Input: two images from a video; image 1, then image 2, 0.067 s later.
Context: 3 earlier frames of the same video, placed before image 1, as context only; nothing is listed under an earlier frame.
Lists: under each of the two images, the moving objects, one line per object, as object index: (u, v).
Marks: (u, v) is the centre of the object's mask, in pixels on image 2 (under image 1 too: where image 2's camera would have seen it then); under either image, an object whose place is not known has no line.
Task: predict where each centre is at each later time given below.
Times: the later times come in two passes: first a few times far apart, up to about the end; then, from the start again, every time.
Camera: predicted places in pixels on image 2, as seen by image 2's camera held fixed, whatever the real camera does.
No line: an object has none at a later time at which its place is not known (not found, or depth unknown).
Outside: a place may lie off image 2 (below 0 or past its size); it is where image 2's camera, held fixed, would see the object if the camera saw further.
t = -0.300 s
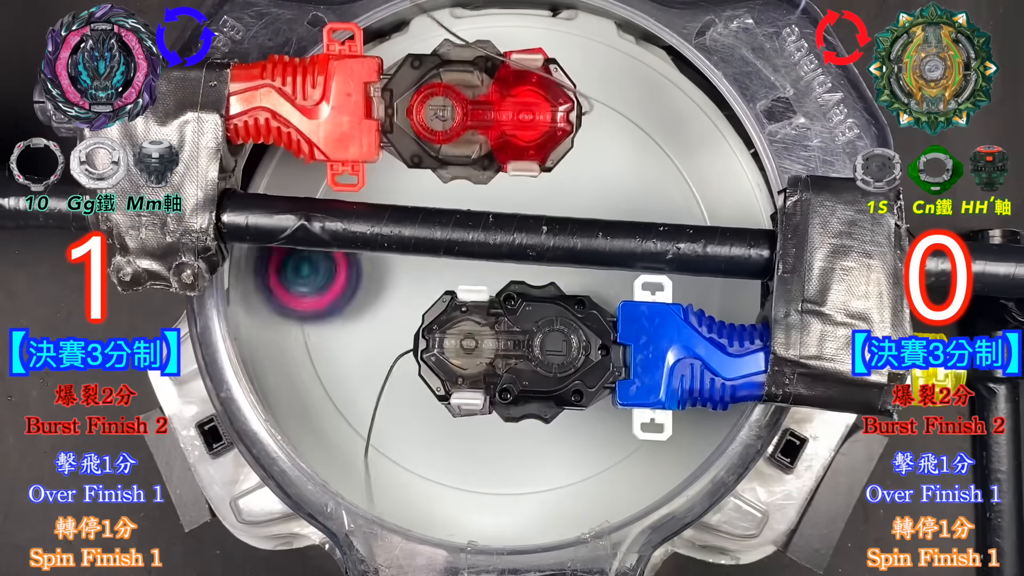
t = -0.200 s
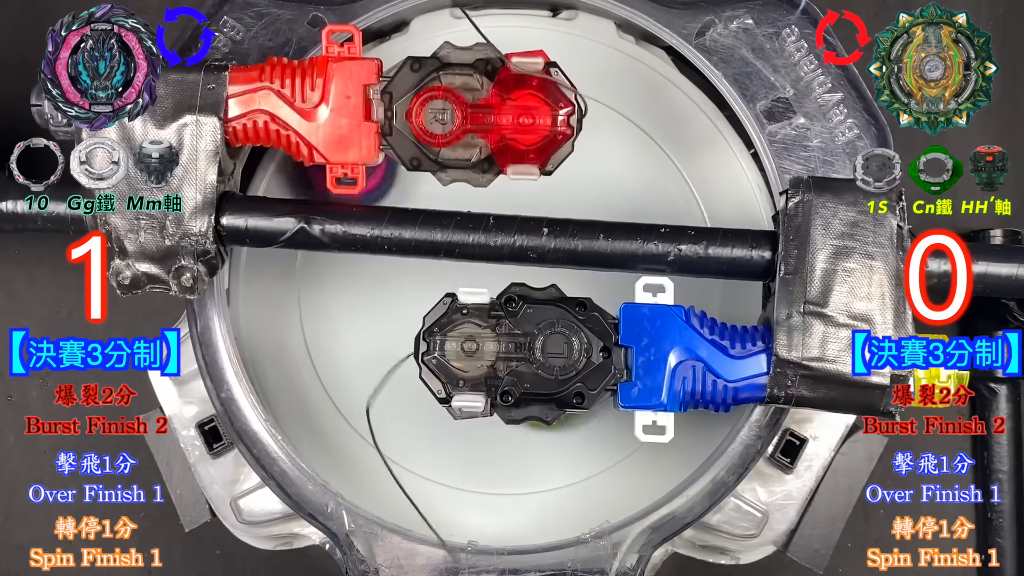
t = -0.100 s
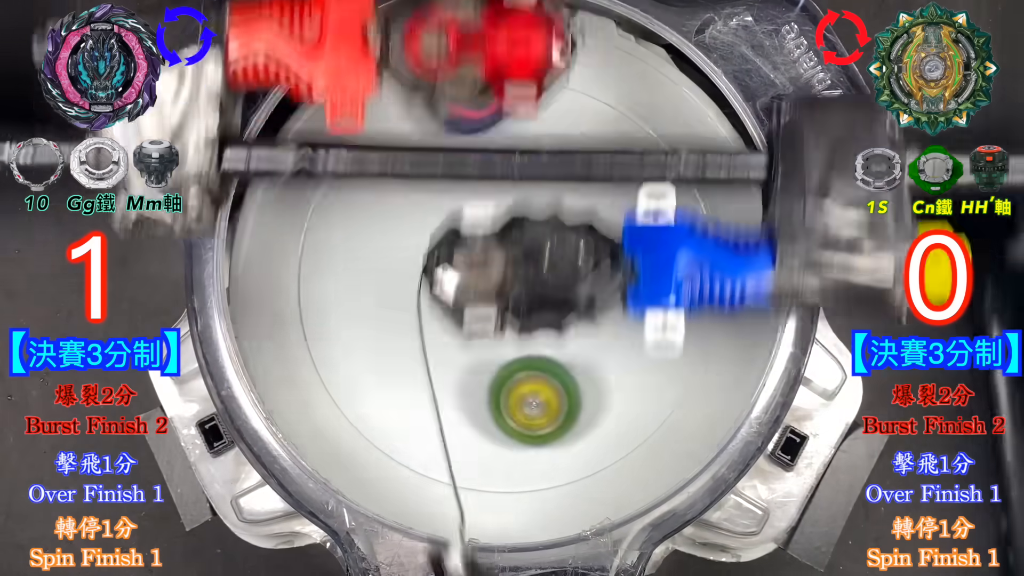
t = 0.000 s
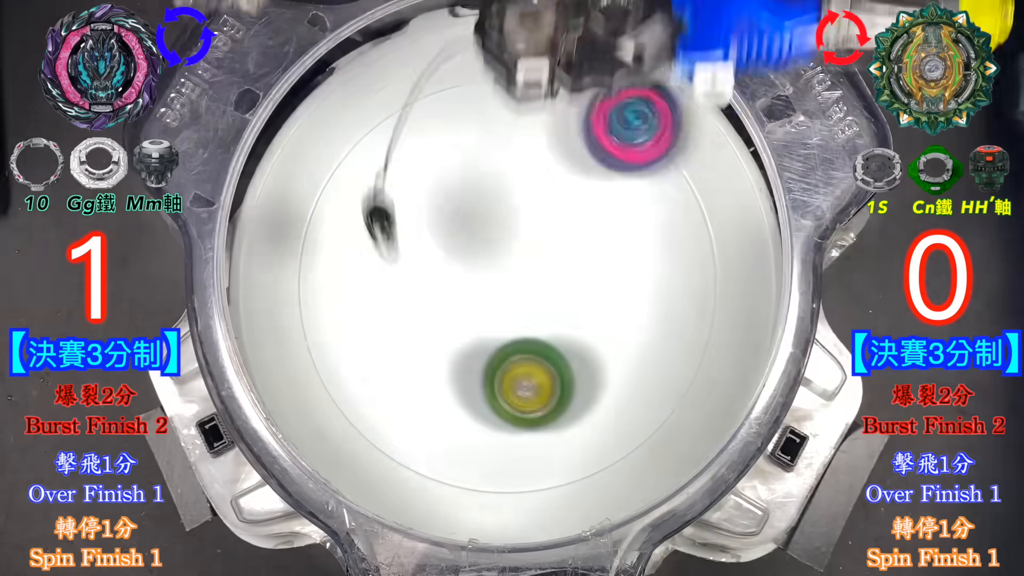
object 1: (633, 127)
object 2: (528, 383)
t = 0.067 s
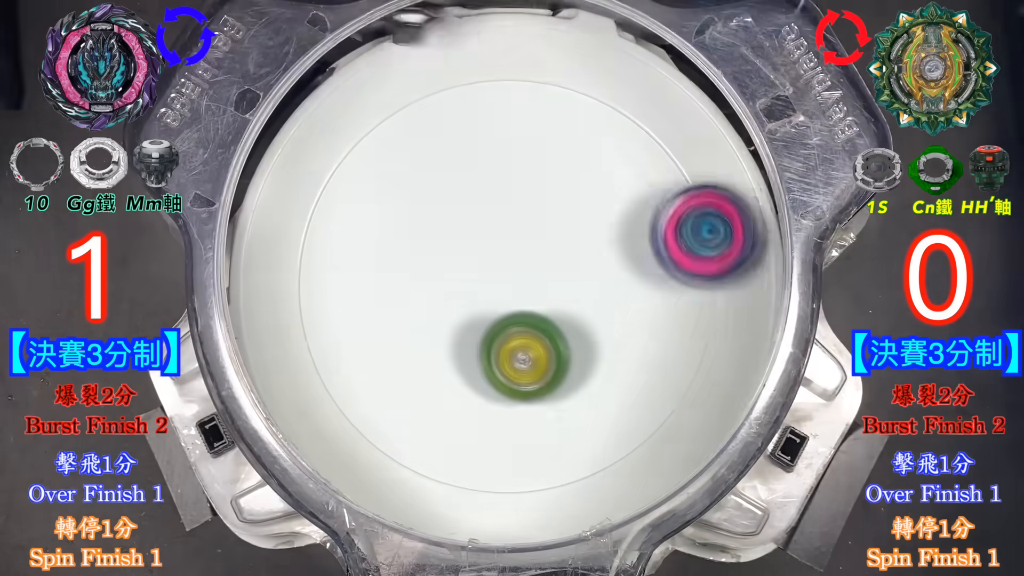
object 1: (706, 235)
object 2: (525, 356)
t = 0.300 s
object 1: (316, 352)
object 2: (535, 229)
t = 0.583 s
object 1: (726, 249)
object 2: (624, 245)
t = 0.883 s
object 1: (458, 479)
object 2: (391, 333)
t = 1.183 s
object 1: (328, 287)
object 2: (502, 224)
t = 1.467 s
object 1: (566, 159)
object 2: (683, 289)
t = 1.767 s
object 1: (683, 380)
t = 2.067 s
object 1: (414, 440)
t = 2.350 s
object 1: (480, 275)
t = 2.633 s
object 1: (648, 293)
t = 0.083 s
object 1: (712, 270)
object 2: (524, 348)
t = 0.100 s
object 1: (710, 307)
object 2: (523, 339)
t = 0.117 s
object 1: (699, 343)
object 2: (523, 329)
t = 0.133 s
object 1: (683, 379)
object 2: (523, 320)
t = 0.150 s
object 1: (660, 412)
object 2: (522, 310)
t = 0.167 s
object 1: (629, 440)
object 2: (523, 300)
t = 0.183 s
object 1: (593, 462)
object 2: (523, 291)
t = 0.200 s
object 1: (551, 476)
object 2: (524, 281)
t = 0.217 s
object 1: (505, 481)
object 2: (525, 271)
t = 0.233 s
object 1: (459, 476)
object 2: (527, 262)
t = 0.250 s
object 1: (414, 462)
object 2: (528, 253)
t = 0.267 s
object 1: (374, 435)
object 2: (530, 244)
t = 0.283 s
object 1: (341, 396)
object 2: (532, 236)
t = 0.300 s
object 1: (316, 352)
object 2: (535, 229)
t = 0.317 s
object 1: (304, 303)
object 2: (537, 222)
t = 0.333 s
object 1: (306, 248)
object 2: (540, 216)
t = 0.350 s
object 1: (323, 194)
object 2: (544, 211)
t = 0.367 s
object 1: (355, 146)
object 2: (548, 207)
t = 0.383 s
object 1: (395, 103)
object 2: (552, 204)
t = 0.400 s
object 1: (435, 66)
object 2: (556, 202)
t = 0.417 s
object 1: (481, 44)
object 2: (561, 202)
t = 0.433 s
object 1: (532, 52)
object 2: (566, 202)
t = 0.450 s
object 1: (581, 62)
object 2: (571, 203)
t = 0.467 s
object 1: (630, 76)
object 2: (576, 206)
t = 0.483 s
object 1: (672, 102)
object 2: (582, 210)
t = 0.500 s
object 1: (707, 130)
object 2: (588, 215)
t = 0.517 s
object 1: (733, 166)
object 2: (594, 221)
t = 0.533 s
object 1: (752, 203)
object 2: (601, 227)
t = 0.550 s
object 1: (759, 231)
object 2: (608, 233)
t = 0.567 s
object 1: (745, 240)
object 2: (616, 239)
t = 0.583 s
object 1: (726, 249)
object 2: (624, 245)
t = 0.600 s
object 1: (716, 262)
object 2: (609, 249)
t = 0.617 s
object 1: (707, 277)
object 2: (591, 252)
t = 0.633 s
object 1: (696, 291)
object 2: (573, 254)
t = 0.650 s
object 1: (687, 306)
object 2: (555, 258)
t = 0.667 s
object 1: (674, 322)
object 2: (538, 263)
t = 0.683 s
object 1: (661, 336)
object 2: (523, 269)
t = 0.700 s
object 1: (649, 353)
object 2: (509, 274)
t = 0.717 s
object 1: (636, 370)
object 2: (496, 279)
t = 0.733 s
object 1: (624, 386)
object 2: (482, 283)
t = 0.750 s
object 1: (608, 402)
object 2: (468, 288)
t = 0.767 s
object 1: (594, 417)
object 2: (454, 293)
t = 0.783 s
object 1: (579, 433)
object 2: (442, 300)
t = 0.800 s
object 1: (561, 447)
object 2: (432, 307)
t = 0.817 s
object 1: (544, 462)
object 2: (423, 312)
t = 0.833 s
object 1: (524, 473)
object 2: (413, 315)
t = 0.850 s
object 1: (504, 483)
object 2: (404, 321)
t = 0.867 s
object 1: (480, 483)
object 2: (396, 327)
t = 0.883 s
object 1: (458, 479)
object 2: (391, 333)
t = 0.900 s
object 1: (434, 477)
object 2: (387, 338)
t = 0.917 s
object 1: (412, 472)
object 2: (383, 341)
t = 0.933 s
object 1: (393, 467)
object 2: (379, 345)
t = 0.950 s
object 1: (376, 459)
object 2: (377, 351)
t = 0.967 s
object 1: (361, 452)
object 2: (378, 356)
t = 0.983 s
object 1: (348, 450)
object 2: (383, 346)
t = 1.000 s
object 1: (340, 440)
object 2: (387, 333)
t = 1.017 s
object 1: (333, 428)
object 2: (393, 323)
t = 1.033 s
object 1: (327, 418)
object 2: (402, 313)
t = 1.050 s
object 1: (321, 406)
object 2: (411, 299)
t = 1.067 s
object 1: (317, 394)
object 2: (419, 287)
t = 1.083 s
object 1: (312, 382)
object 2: (429, 278)
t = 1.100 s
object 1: (311, 368)
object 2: (441, 268)
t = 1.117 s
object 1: (310, 354)
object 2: (453, 255)
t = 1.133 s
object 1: (311, 339)
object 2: (463, 247)
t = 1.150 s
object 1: (315, 322)
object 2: (476, 240)
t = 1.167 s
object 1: (321, 305)
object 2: (490, 232)
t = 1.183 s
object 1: (328, 287)
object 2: (502, 224)
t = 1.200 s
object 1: (337, 272)
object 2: (513, 221)
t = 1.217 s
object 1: (347, 256)
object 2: (527, 218)
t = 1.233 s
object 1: (359, 242)
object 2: (537, 214)
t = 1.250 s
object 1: (373, 228)
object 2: (545, 213)
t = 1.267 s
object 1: (387, 217)
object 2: (555, 214)
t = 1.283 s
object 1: (404, 206)
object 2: (564, 212)
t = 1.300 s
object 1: (421, 197)
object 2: (569, 213)
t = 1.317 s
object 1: (440, 189)
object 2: (576, 216)
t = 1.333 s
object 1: (459, 183)
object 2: (583, 217)
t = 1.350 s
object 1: (478, 179)
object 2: (585, 217)
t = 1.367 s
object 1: (499, 176)
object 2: (588, 221)
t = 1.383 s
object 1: (515, 174)
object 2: (597, 226)
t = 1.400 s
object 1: (525, 167)
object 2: (614, 239)
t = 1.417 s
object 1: (535, 163)
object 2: (633, 253)
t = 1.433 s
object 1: (545, 160)
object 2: (650, 265)
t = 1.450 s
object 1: (555, 158)
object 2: (665, 278)
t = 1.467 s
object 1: (566, 159)
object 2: (683, 289)
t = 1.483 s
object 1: (577, 160)
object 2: (694, 298)
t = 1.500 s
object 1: (587, 165)
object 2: (706, 311)
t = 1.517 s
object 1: (598, 171)
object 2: (703, 314)
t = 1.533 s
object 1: (608, 179)
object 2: (694, 321)
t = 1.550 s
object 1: (619, 188)
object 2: (689, 328)
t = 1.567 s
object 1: (628, 198)
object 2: (679, 334)
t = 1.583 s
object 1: (638, 212)
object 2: (671, 344)
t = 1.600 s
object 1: (646, 226)
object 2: (661, 345)
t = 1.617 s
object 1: (654, 243)
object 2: (648, 351)
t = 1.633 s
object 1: (663, 260)
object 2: (638, 354)
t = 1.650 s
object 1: (670, 275)
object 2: (620, 366)
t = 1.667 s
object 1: (679, 287)
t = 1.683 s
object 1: (685, 300)
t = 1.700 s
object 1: (691, 316)
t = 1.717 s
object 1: (695, 332)
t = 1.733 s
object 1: (694, 349)
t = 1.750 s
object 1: (692, 367)
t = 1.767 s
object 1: (683, 380)
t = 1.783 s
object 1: (671, 397)
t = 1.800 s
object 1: (659, 412)
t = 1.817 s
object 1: (646, 424)
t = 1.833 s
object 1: (633, 436)
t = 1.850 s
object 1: (618, 446)
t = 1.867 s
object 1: (601, 455)
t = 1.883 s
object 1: (584, 464)
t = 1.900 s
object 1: (565, 468)
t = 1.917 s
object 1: (547, 473)
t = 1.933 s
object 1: (527, 476)
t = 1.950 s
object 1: (505, 476)
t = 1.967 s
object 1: (485, 474)
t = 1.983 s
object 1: (465, 470)
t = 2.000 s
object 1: (444, 464)
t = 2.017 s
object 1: (425, 455)
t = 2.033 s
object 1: (409, 444)
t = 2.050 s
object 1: (410, 443)
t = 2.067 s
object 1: (414, 440)
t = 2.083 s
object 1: (419, 436)
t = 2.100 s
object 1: (422, 430)
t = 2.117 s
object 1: (426, 423)
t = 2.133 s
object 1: (429, 416)
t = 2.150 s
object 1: (432, 405)
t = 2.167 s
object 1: (435, 395)
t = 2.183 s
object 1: (437, 384)
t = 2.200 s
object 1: (440, 370)
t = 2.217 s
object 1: (442, 359)
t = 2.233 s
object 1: (445, 347)
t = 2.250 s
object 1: (449, 335)
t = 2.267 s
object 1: (452, 323)
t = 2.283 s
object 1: (457, 313)
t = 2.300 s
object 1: (462, 303)
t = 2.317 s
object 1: (468, 292)
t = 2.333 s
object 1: (473, 283)
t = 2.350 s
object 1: (480, 275)
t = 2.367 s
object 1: (488, 266)
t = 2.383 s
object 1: (495, 258)
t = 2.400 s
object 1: (504, 253)
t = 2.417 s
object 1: (513, 248)
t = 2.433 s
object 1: (524, 243)
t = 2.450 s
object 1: (534, 240)
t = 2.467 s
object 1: (545, 239)
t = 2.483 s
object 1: (557, 238)
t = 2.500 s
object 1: (568, 239)
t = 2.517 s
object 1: (579, 242)
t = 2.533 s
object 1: (591, 246)
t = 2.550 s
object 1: (603, 251)
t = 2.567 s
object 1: (613, 257)
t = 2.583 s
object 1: (623, 265)
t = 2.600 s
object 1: (633, 274)
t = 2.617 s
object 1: (642, 282)
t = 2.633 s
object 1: (648, 293)
